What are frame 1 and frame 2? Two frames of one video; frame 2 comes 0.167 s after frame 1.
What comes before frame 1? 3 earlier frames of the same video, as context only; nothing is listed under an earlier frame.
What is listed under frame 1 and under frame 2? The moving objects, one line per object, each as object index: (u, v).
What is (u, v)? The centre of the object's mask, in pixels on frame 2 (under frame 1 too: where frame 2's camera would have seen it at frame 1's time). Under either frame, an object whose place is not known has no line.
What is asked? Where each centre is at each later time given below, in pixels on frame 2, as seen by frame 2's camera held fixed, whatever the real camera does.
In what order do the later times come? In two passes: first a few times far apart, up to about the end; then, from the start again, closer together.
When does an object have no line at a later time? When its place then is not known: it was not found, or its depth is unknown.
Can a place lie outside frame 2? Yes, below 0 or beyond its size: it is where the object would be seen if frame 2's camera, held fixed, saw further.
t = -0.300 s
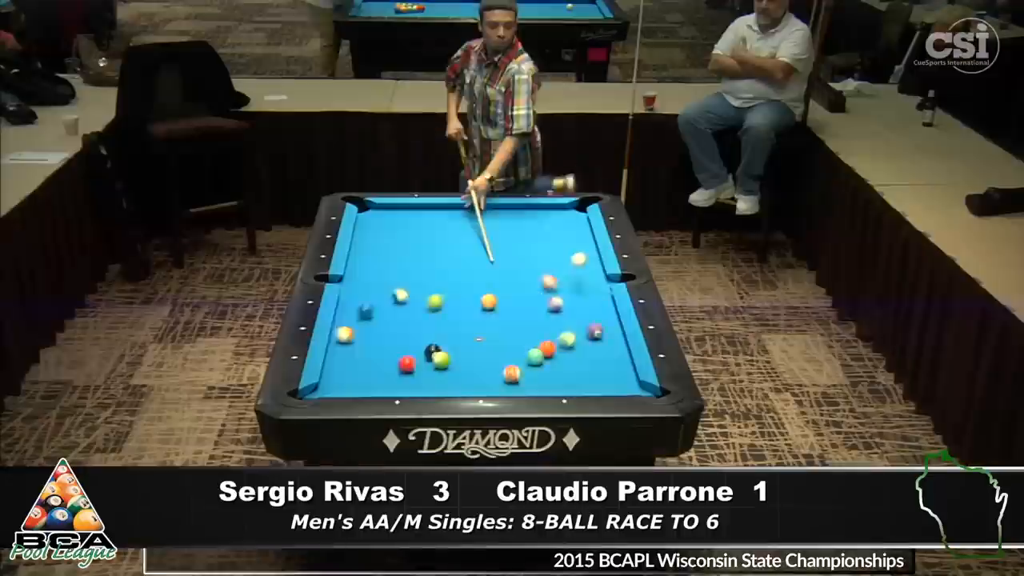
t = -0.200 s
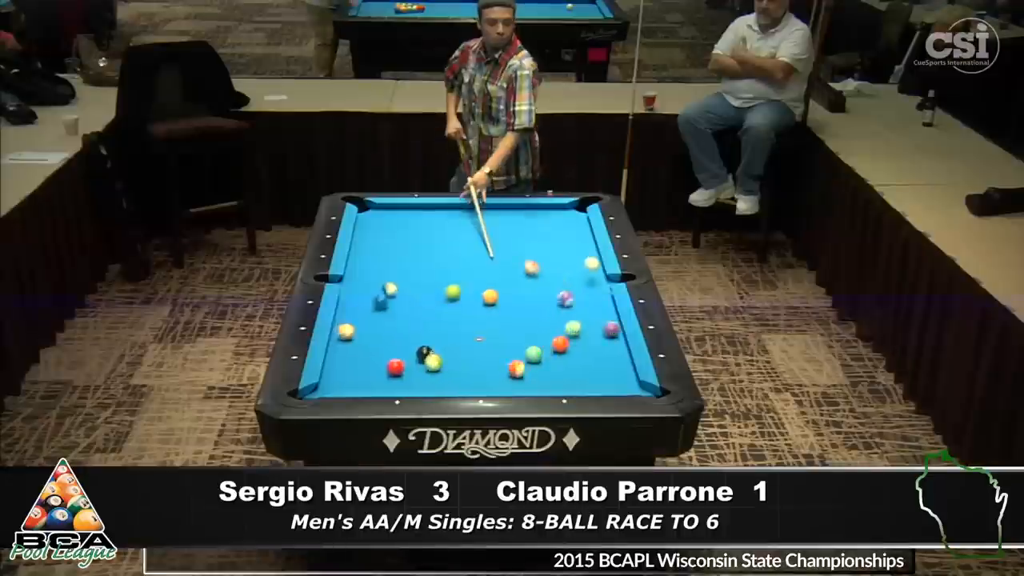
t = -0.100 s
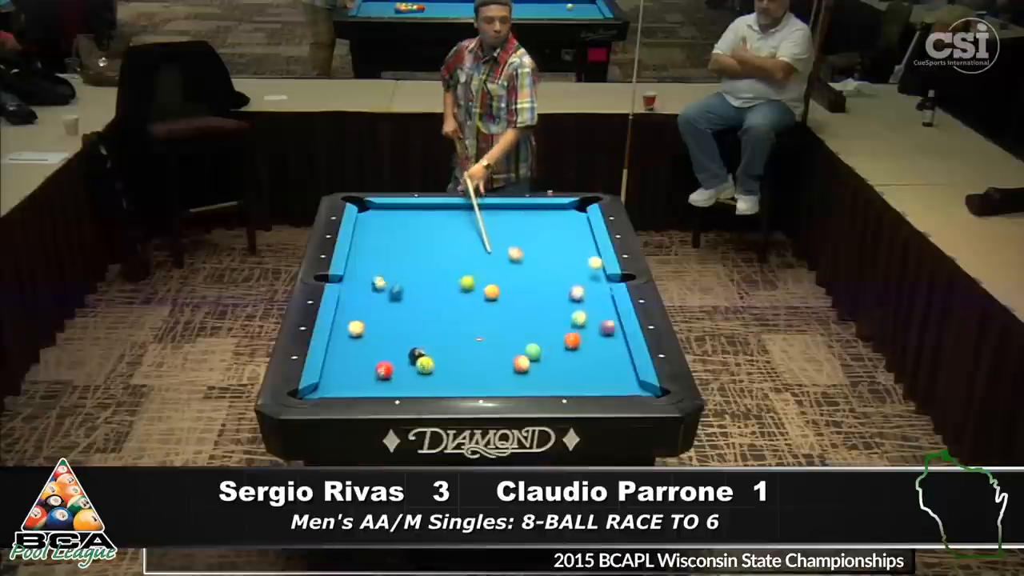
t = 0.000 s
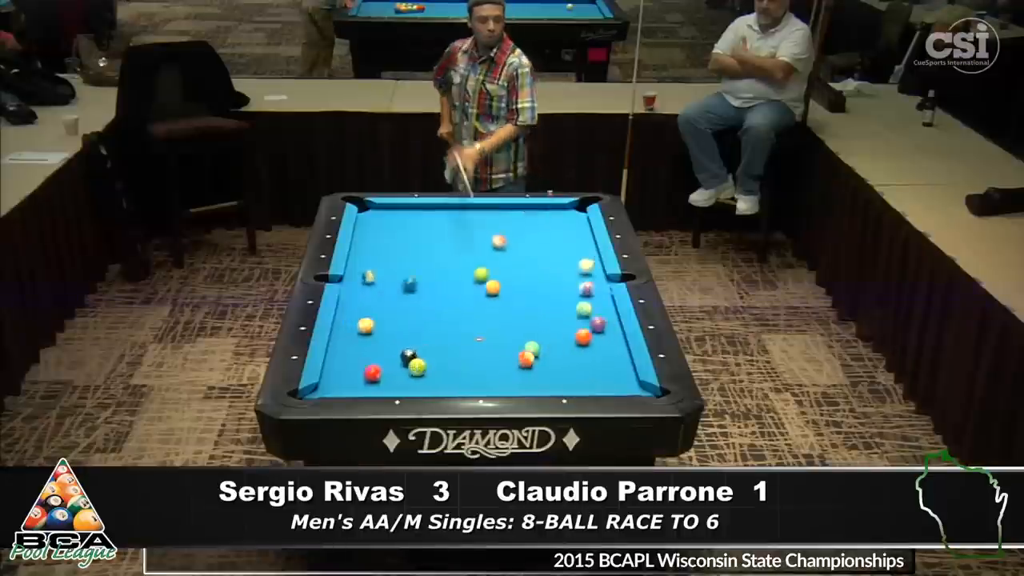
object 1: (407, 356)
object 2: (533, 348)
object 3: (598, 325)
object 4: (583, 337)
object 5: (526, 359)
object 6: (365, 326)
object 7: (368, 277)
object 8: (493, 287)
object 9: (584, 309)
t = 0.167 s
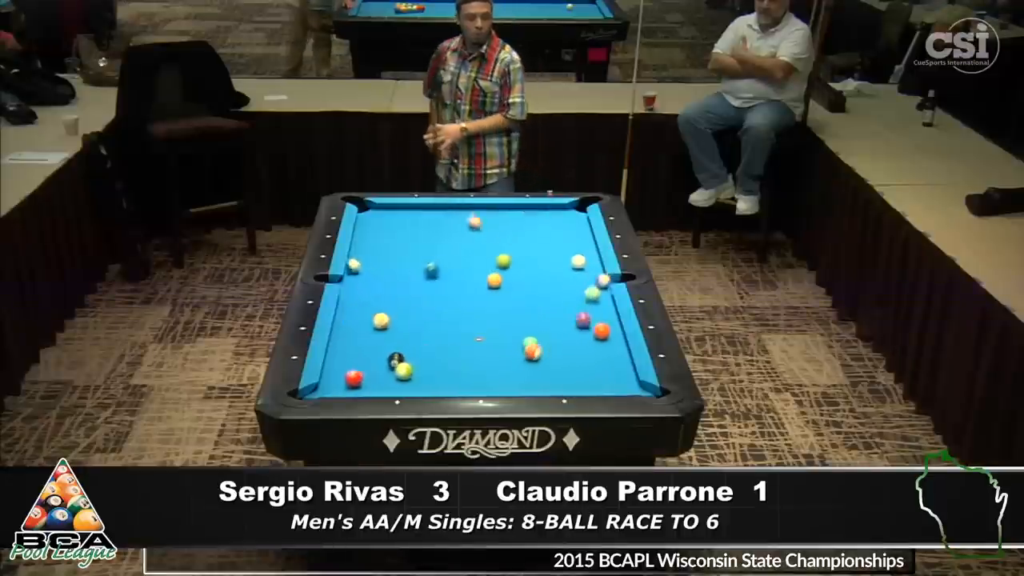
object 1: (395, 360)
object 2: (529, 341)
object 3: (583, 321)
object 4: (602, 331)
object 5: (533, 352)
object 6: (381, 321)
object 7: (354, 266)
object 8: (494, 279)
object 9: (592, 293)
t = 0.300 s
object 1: (385, 362)
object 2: (528, 340)
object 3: (571, 317)
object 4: (614, 326)
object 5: (538, 348)
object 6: (393, 317)
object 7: (362, 260)
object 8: (496, 274)
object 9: (599, 282)
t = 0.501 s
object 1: (371, 365)
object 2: (528, 334)
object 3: (555, 312)
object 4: (602, 322)
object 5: (546, 343)
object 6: (409, 312)
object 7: (372, 252)
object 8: (498, 266)
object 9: (597, 267)
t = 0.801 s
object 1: (350, 369)
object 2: (525, 325)
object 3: (532, 306)
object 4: (584, 316)
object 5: (557, 336)
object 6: (433, 305)
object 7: (388, 241)
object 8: (500, 255)
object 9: (588, 248)
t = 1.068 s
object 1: (334, 373)
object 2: (523, 318)
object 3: (514, 300)
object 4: (569, 311)
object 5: (566, 330)
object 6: (453, 299)
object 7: (400, 229)
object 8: (503, 246)
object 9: (580, 233)
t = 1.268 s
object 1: (331, 374)
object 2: (521, 313)
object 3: (501, 297)
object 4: (559, 307)
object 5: (572, 326)
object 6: (466, 295)
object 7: (409, 223)
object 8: (504, 240)
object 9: (575, 223)
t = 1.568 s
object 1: (338, 377)
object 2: (519, 306)
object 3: (495, 293)
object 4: (545, 302)
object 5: (581, 320)
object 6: (475, 288)
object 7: (422, 214)
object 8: (506, 232)
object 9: (575, 218)
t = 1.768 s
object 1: (342, 377)
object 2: (518, 302)
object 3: (498, 291)
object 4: (537, 300)
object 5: (586, 317)
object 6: (473, 283)
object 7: (429, 208)
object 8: (508, 227)
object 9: (563, 217)
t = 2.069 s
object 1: (345, 378)
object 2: (512, 297)
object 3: (502, 288)
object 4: (531, 296)
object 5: (593, 313)
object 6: (471, 277)
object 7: (438, 210)
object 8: (509, 219)
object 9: (552, 215)
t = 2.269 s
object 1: (347, 378)
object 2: (507, 294)
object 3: (505, 285)
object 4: (529, 293)
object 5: (597, 311)
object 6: (469, 273)
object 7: (443, 213)
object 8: (510, 215)
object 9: (547, 214)
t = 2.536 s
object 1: (349, 378)
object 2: (501, 291)
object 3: (510, 285)
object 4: (528, 290)
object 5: (601, 308)
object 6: (467, 268)
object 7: (449, 217)
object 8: (510, 210)
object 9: (540, 214)
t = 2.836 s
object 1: (348, 378)
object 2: (495, 289)
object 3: (510, 285)
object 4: (526, 287)
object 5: (606, 305)
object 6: (465, 263)
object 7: (457, 219)
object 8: (508, 210)
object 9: (535, 213)
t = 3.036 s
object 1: (348, 378)
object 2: (491, 288)
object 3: (511, 284)
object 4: (525, 286)
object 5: (607, 304)
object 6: (465, 260)
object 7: (461, 222)
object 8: (506, 211)
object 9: (527, 211)
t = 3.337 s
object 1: (348, 378)
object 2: (487, 286)
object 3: (511, 282)
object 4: (527, 285)
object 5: (605, 302)
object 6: (463, 257)
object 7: (467, 225)
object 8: (504, 212)
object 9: (522, 209)
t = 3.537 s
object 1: (348, 378)
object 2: (485, 285)
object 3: (511, 282)
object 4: (528, 284)
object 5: (604, 302)
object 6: (462, 254)
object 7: (471, 227)
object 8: (503, 212)
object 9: (521, 210)
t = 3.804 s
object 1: (348, 378)
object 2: (483, 284)
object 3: (511, 281)
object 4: (528, 284)
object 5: (603, 302)
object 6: (462, 252)
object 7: (475, 228)
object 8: (502, 212)
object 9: (520, 210)
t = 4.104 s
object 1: (348, 378)
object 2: (482, 284)
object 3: (511, 282)
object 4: (528, 284)
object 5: (603, 302)
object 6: (461, 250)
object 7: (479, 230)
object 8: (502, 212)
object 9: (520, 209)
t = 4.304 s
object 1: (348, 378)
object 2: (482, 284)
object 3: (511, 282)
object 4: (528, 284)
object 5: (604, 302)
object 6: (461, 248)
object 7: (482, 232)
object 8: (502, 212)
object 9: (520, 209)
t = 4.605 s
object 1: (348, 378)
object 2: (482, 284)
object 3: (511, 282)
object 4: (528, 284)
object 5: (604, 302)
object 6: (460, 247)
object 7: (484, 233)
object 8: (502, 212)
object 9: (520, 210)
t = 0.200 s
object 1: (392, 359)
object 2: (529, 341)
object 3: (580, 320)
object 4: (605, 330)
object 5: (534, 351)
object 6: (384, 320)
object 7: (354, 265)
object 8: (495, 278)
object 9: (594, 290)
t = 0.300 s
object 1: (385, 362)
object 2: (528, 340)
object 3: (571, 317)
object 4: (614, 326)
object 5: (538, 348)
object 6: (393, 317)
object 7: (362, 260)
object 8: (496, 274)
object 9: (599, 282)
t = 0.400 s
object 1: (377, 363)
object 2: (528, 337)
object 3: (563, 315)
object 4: (608, 324)
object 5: (543, 345)
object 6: (401, 315)
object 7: (366, 256)
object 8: (497, 270)
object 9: (599, 274)
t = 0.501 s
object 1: (371, 365)
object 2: (528, 334)
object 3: (555, 312)
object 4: (602, 322)
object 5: (546, 343)
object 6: (409, 312)
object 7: (372, 252)
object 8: (498, 266)
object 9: (597, 267)
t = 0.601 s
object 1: (364, 366)
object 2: (527, 331)
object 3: (548, 310)
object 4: (596, 320)
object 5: (550, 340)
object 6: (417, 309)
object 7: (378, 248)
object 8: (499, 262)
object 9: (594, 260)
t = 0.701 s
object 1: (357, 367)
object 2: (526, 328)
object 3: (540, 307)
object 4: (589, 318)
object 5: (553, 338)
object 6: (426, 307)
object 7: (383, 243)
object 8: (499, 259)
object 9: (590, 255)
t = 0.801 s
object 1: (350, 369)
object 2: (525, 325)
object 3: (532, 306)
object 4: (584, 316)
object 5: (557, 336)
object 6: (433, 305)
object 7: (388, 241)
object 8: (500, 255)
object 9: (588, 248)
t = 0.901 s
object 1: (344, 370)
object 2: (524, 322)
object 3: (525, 303)
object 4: (578, 314)
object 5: (560, 333)
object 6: (441, 302)
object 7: (393, 236)
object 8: (501, 252)
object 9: (585, 242)
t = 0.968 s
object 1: (340, 372)
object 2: (523, 320)
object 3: (521, 302)
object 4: (574, 313)
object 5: (563, 332)
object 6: (445, 301)
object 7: (395, 233)
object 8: (502, 249)
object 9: (583, 238)
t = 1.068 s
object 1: (334, 373)
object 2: (523, 318)
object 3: (514, 300)
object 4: (569, 311)
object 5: (566, 330)
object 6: (453, 299)
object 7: (400, 229)
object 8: (503, 246)
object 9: (580, 233)
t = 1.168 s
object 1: (328, 374)
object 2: (522, 315)
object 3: (507, 298)
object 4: (564, 309)
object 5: (569, 328)
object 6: (460, 297)
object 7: (405, 226)
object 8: (503, 243)
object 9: (578, 227)
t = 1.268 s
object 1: (331, 374)
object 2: (521, 313)
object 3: (501, 297)
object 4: (559, 307)
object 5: (572, 326)
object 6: (466, 295)
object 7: (409, 223)
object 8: (504, 240)
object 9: (575, 223)
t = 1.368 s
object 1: (334, 375)
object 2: (520, 310)
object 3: (495, 295)
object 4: (554, 306)
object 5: (575, 324)
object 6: (473, 293)
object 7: (413, 220)
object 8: (505, 237)
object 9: (573, 218)
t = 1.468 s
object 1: (336, 376)
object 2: (520, 308)
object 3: (492, 294)
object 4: (549, 304)
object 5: (578, 322)
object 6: (476, 291)
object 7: (418, 217)
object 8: (506, 234)
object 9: (582, 218)
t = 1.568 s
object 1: (338, 377)
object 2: (519, 306)
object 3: (495, 293)
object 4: (545, 302)
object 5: (581, 320)
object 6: (475, 288)
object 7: (422, 214)
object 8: (506, 232)
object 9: (575, 218)
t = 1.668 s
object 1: (340, 378)
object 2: (518, 304)
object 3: (496, 292)
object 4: (541, 301)
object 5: (583, 319)
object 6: (474, 285)
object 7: (425, 211)
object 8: (507, 229)
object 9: (569, 217)
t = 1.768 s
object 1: (342, 377)
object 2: (518, 302)
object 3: (498, 291)
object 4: (537, 300)
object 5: (586, 317)
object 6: (473, 283)
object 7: (429, 208)
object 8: (508, 227)
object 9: (563, 217)
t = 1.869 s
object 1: (344, 378)
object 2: (517, 300)
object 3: (500, 290)
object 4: (532, 299)
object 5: (588, 316)
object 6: (472, 281)
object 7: (433, 208)
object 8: (508, 224)
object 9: (557, 217)
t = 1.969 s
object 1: (345, 378)
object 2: (514, 299)
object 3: (501, 289)
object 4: (532, 297)
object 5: (590, 314)
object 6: (471, 279)
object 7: (435, 208)
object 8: (509, 222)
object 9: (554, 216)
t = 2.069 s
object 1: (345, 378)
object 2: (512, 297)
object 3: (502, 288)
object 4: (531, 296)
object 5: (593, 313)
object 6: (471, 277)
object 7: (438, 210)
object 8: (509, 219)
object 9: (552, 215)
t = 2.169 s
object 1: (346, 378)
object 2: (510, 296)
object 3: (503, 287)
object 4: (530, 294)
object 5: (595, 312)
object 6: (470, 274)
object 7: (441, 212)
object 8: (510, 217)
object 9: (549, 215)
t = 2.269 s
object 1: (347, 378)
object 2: (507, 294)
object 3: (505, 285)
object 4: (529, 293)
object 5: (597, 311)
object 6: (469, 273)
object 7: (443, 213)
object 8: (510, 215)
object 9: (547, 214)
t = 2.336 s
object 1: (348, 378)
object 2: (505, 293)
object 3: (507, 284)
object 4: (529, 293)
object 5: (598, 310)
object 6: (469, 271)
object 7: (444, 214)
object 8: (510, 214)
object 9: (545, 214)
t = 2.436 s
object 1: (348, 378)
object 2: (502, 292)
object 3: (509, 285)
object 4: (528, 291)
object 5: (600, 309)
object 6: (468, 270)
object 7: (448, 215)
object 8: (510, 212)
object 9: (543, 214)
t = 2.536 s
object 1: (349, 378)
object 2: (501, 291)
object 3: (510, 285)
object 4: (528, 290)
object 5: (601, 308)
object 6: (467, 268)
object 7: (449, 217)
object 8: (510, 210)
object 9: (540, 214)
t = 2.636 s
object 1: (349, 378)
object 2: (498, 290)
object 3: (510, 285)
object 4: (527, 289)
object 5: (603, 307)
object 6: (467, 266)
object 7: (452, 217)
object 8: (509, 210)
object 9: (538, 214)
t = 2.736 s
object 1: (349, 378)
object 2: (496, 290)
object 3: (510, 285)
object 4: (527, 288)
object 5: (604, 306)
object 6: (466, 265)
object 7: (454, 218)
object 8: (509, 210)
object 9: (537, 213)
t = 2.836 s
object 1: (348, 378)
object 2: (495, 289)
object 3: (510, 285)
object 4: (526, 287)
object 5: (606, 305)
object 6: (465, 263)
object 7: (457, 219)
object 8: (508, 210)
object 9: (535, 213)
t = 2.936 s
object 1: (348, 378)
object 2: (493, 288)
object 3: (511, 284)
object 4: (526, 287)
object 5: (607, 304)
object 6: (465, 262)
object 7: (459, 221)
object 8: (507, 210)
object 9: (533, 213)
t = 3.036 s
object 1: (348, 378)
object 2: (491, 288)
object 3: (511, 284)
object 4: (525, 286)
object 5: (607, 304)
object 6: (465, 260)
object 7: (461, 222)
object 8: (506, 211)
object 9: (527, 211)
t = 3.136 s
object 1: (348, 378)
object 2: (489, 287)
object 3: (511, 283)
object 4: (526, 285)
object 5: (606, 303)
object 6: (464, 259)
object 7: (463, 223)
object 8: (505, 211)
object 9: (526, 211)
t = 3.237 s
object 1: (348, 378)
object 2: (488, 287)
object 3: (511, 282)
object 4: (526, 285)
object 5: (606, 303)
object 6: (464, 258)
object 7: (465, 224)
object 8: (504, 211)
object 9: (525, 211)
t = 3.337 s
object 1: (348, 378)
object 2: (487, 286)
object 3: (511, 282)
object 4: (527, 285)
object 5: (605, 302)
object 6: (463, 257)
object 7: (467, 225)
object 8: (504, 212)
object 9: (522, 209)
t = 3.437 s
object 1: (348, 378)
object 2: (486, 286)
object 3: (511, 282)
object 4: (528, 284)
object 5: (604, 302)
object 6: (463, 255)
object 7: (469, 226)
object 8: (503, 211)
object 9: (521, 209)
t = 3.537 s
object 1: (348, 378)
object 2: (485, 285)
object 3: (511, 282)
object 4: (528, 284)
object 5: (604, 302)
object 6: (462, 254)
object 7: (471, 227)
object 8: (503, 212)
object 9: (521, 210)
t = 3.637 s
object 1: (348, 378)
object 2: (484, 285)
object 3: (511, 281)
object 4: (528, 284)
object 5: (603, 302)
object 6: (462, 253)
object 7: (472, 228)
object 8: (502, 212)
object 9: (520, 210)
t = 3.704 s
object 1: (348, 378)
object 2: (484, 285)
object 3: (511, 281)
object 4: (528, 284)
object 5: (603, 302)
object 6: (462, 253)
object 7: (473, 228)
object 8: (502, 212)
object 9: (520, 210)
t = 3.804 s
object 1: (348, 378)
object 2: (483, 284)
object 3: (511, 281)
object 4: (528, 284)
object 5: (603, 302)
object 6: (462, 252)
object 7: (475, 228)
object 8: (502, 212)
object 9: (520, 210)
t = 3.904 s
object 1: (348, 378)
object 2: (483, 284)
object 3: (511, 282)
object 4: (528, 284)
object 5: (603, 302)
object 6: (461, 251)
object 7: (476, 229)
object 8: (502, 212)
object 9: (520, 210)
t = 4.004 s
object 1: (348, 378)
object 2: (482, 284)
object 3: (511, 282)
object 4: (528, 284)
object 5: (604, 302)
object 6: (461, 250)
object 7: (478, 230)
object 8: (502, 212)
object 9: (520, 210)
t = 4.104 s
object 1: (348, 378)
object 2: (482, 284)
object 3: (511, 282)
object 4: (528, 284)
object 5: (603, 302)
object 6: (461, 250)
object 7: (479, 230)
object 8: (502, 212)
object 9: (520, 209)
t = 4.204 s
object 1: (348, 378)
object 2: (482, 284)
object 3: (511, 282)
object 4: (528, 284)
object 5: (604, 302)
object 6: (461, 249)
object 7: (480, 231)
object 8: (502, 212)
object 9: (520, 209)
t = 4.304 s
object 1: (348, 378)
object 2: (482, 284)
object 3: (511, 282)
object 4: (528, 284)
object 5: (604, 302)
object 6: (461, 248)
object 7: (482, 232)
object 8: (502, 212)
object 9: (520, 209)
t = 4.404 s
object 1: (348, 378)
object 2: (482, 284)
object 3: (511, 282)
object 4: (528, 284)
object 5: (604, 302)
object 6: (461, 248)
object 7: (483, 233)
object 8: (502, 212)
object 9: (520, 209)
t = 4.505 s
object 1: (348, 378)
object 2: (482, 284)
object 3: (511, 282)
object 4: (528, 284)
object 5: (604, 302)
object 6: (460, 247)
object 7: (484, 233)
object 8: (502, 212)
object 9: (520, 209)
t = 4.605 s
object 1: (348, 378)
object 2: (482, 284)
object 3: (511, 282)
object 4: (528, 284)
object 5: (604, 302)
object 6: (460, 247)
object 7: (484, 233)
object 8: (502, 212)
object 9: (520, 210)
